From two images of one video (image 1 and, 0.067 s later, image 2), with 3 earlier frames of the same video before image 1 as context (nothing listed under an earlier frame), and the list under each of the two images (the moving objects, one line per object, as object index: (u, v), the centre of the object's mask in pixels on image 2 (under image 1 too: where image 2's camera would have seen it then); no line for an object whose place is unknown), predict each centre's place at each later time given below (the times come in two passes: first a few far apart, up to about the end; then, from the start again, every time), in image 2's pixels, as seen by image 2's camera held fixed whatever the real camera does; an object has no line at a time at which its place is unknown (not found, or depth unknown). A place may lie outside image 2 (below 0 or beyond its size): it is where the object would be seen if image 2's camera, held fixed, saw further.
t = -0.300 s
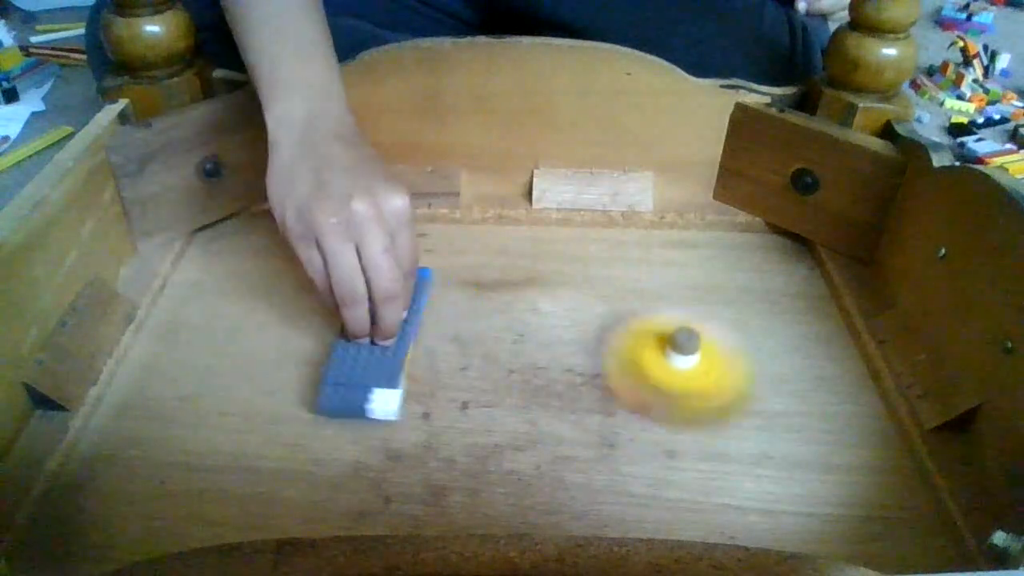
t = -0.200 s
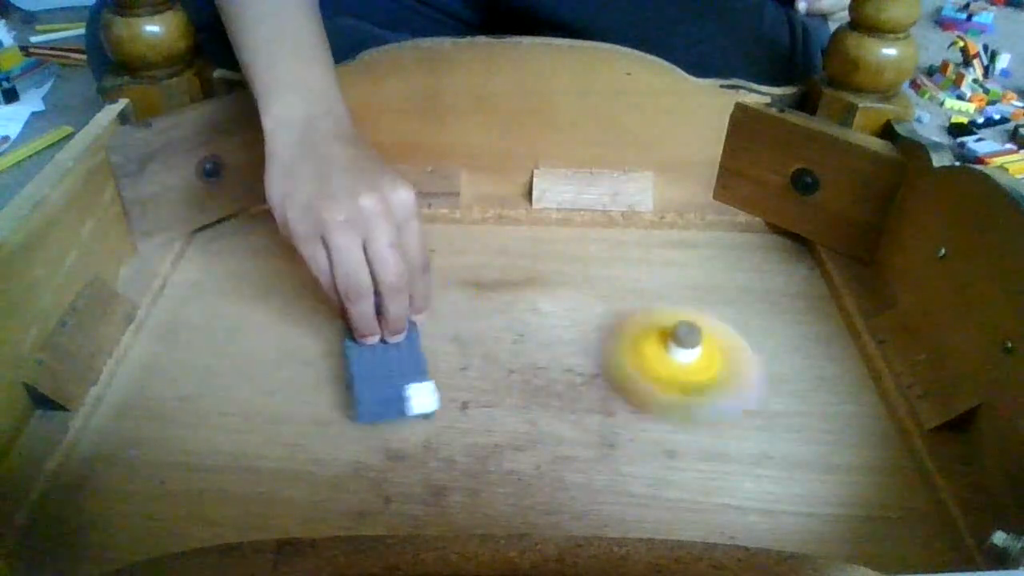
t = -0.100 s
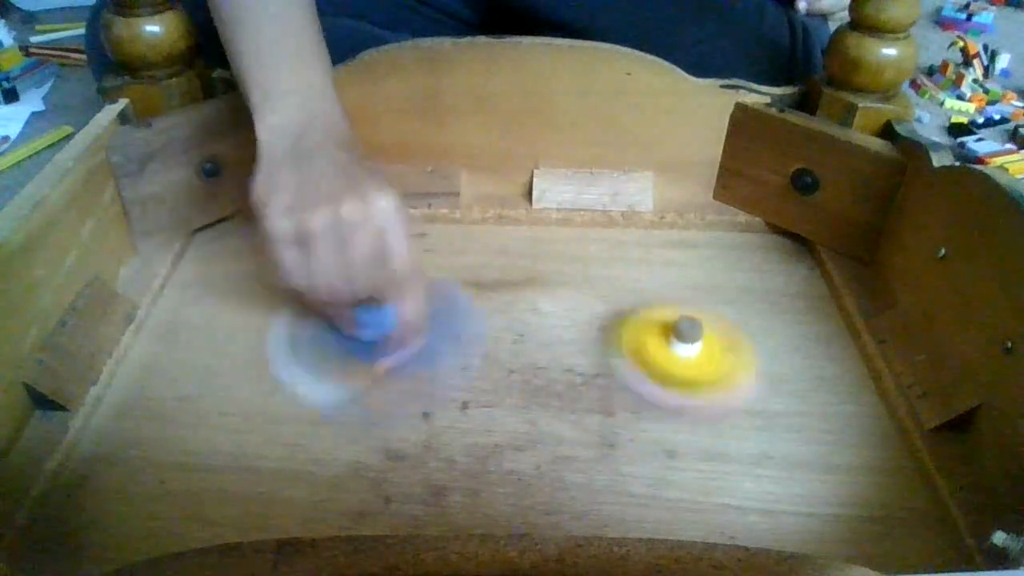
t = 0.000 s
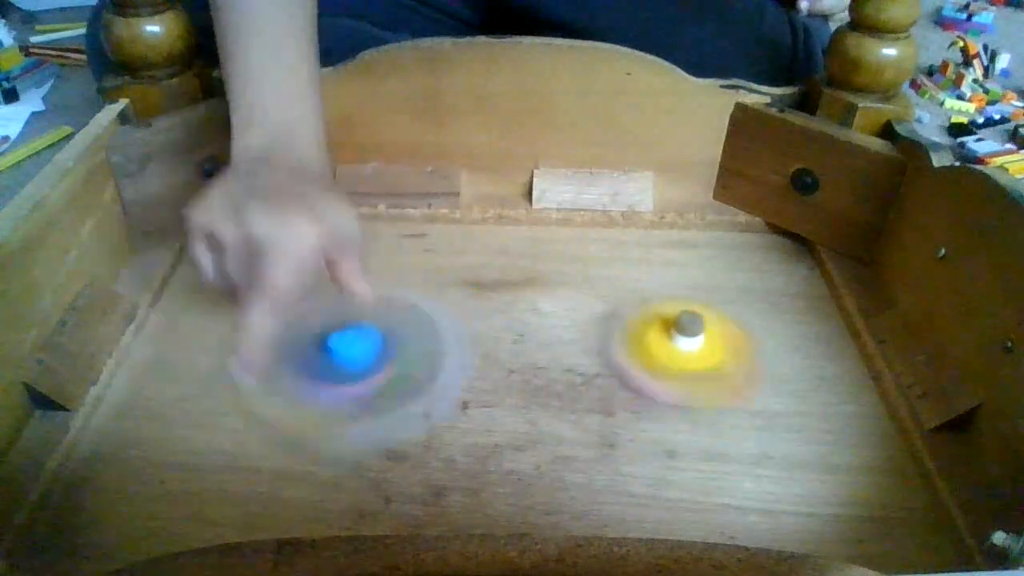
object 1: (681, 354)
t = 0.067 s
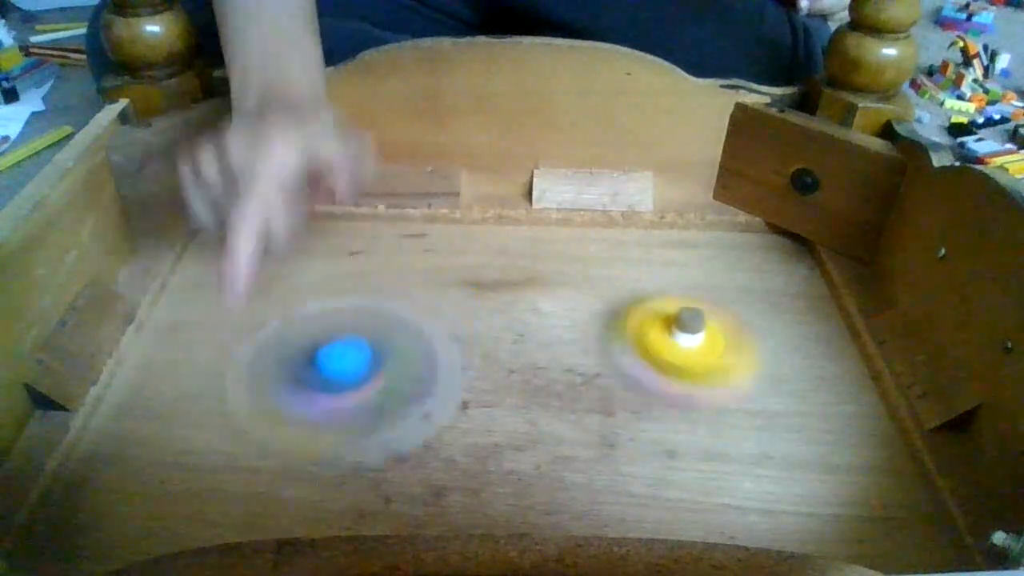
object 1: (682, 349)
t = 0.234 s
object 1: (678, 339)
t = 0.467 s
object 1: (676, 325)
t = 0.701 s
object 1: (666, 312)
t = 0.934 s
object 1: (659, 302)
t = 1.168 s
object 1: (649, 290)
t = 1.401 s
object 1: (639, 278)
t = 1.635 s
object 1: (624, 268)
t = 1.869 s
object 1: (611, 262)
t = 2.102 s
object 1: (582, 284)
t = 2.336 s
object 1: (539, 346)
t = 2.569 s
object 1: (542, 355)
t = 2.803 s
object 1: (544, 350)
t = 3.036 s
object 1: (544, 343)
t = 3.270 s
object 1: (543, 337)
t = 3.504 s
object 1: (538, 333)
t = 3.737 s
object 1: (536, 333)
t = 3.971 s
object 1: (533, 330)
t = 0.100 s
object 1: (679, 345)
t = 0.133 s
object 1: (682, 345)
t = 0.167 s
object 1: (679, 343)
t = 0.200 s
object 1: (681, 341)
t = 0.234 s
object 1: (678, 339)
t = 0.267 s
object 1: (676, 337)
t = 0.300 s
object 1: (678, 335)
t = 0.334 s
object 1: (676, 333)
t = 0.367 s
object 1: (675, 330)
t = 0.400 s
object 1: (677, 331)
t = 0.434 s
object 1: (674, 327)
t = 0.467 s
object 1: (676, 325)
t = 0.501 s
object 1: (672, 323)
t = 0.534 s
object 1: (668, 319)
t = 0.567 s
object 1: (672, 319)
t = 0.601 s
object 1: (670, 318)
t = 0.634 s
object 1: (668, 315)
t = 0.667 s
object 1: (668, 313)
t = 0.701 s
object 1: (666, 312)
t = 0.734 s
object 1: (667, 310)
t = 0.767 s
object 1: (664, 308)
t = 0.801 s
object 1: (662, 306)
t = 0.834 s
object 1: (664, 306)
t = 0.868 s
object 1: (661, 303)
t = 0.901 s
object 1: (658, 300)
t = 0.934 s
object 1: (659, 302)
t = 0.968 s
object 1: (656, 299)
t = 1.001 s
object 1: (653, 295)
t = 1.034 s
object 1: (654, 296)
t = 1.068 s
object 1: (652, 294)
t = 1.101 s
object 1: (651, 291)
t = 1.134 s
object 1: (649, 290)
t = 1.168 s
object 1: (649, 290)
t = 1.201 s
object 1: (647, 287)
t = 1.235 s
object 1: (644, 285)
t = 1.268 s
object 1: (640, 283)
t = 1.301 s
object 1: (643, 282)
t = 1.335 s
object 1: (642, 281)
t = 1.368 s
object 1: (637, 278)
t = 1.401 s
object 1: (639, 278)
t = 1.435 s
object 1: (636, 276)
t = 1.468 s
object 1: (631, 274)
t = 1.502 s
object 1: (632, 273)
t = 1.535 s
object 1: (628, 272)
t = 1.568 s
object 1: (625, 269)
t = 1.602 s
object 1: (627, 270)
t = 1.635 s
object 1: (624, 268)
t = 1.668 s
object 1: (621, 266)
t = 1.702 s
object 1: (621, 267)
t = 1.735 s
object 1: (619, 264)
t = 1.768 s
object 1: (615, 264)
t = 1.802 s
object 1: (617, 264)
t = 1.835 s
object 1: (613, 262)
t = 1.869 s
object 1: (611, 262)
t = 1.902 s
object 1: (608, 260)
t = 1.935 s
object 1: (609, 260)
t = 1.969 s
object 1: (606, 259)
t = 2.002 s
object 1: (603, 258)
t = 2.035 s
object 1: (606, 258)
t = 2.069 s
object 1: (594, 270)
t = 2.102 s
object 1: (582, 284)
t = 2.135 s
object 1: (571, 300)
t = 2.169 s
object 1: (561, 314)
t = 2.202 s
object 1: (554, 324)
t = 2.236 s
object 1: (544, 334)
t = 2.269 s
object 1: (535, 342)
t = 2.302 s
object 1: (534, 349)
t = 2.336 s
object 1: (539, 346)
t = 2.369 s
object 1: (535, 352)
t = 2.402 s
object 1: (538, 355)
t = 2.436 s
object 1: (538, 357)
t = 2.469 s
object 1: (537, 356)
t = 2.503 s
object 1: (535, 352)
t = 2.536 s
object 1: (540, 353)
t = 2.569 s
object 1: (542, 355)
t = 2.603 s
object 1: (544, 355)
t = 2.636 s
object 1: (544, 355)
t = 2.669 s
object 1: (543, 355)
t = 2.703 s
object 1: (540, 353)
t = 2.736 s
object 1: (543, 350)
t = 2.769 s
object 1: (544, 351)
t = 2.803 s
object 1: (544, 350)
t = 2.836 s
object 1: (544, 350)
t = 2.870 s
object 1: (544, 353)
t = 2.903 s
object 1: (538, 349)
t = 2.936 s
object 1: (539, 345)
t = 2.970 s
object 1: (545, 342)
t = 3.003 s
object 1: (543, 344)
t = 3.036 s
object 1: (544, 343)
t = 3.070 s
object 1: (543, 342)
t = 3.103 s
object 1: (541, 343)
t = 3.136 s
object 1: (537, 339)
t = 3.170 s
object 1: (541, 337)
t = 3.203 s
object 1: (544, 338)
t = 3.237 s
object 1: (545, 340)
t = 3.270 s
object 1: (543, 337)
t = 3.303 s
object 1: (542, 339)
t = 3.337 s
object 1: (538, 339)
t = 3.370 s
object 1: (535, 335)
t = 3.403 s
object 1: (539, 334)
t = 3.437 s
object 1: (544, 335)
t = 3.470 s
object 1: (540, 335)
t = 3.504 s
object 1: (538, 333)
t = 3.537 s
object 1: (538, 337)
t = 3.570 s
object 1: (535, 337)
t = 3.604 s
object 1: (533, 333)
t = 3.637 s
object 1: (536, 333)
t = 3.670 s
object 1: (541, 335)
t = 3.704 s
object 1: (536, 334)
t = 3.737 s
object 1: (536, 333)
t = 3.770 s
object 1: (536, 336)
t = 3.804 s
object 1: (531, 334)
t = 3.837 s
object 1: (531, 331)
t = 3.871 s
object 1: (533, 331)
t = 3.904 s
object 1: (536, 332)
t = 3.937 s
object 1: (531, 330)
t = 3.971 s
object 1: (533, 330)
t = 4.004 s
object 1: (533, 332)
